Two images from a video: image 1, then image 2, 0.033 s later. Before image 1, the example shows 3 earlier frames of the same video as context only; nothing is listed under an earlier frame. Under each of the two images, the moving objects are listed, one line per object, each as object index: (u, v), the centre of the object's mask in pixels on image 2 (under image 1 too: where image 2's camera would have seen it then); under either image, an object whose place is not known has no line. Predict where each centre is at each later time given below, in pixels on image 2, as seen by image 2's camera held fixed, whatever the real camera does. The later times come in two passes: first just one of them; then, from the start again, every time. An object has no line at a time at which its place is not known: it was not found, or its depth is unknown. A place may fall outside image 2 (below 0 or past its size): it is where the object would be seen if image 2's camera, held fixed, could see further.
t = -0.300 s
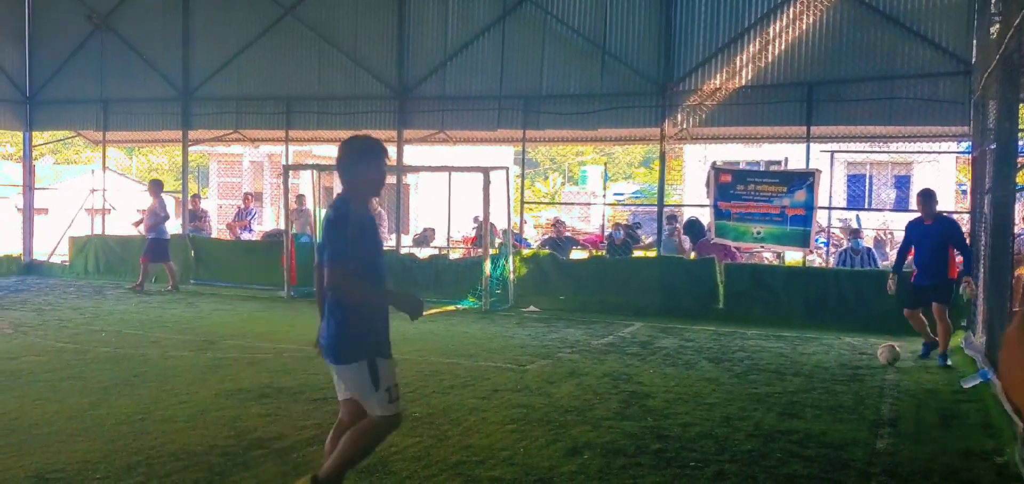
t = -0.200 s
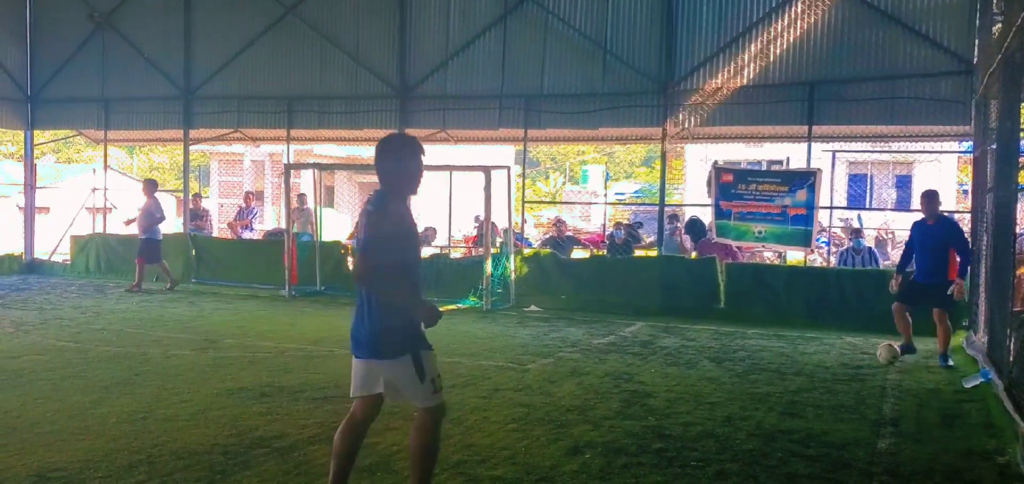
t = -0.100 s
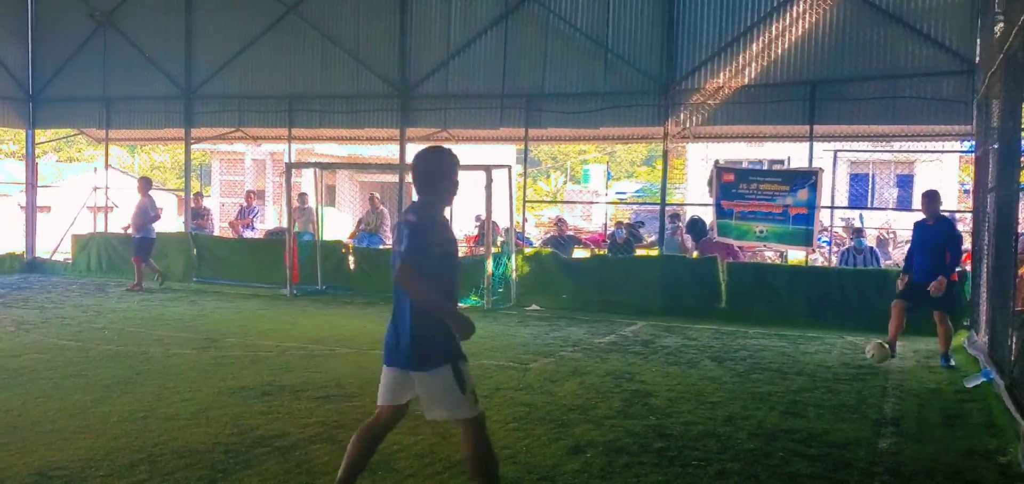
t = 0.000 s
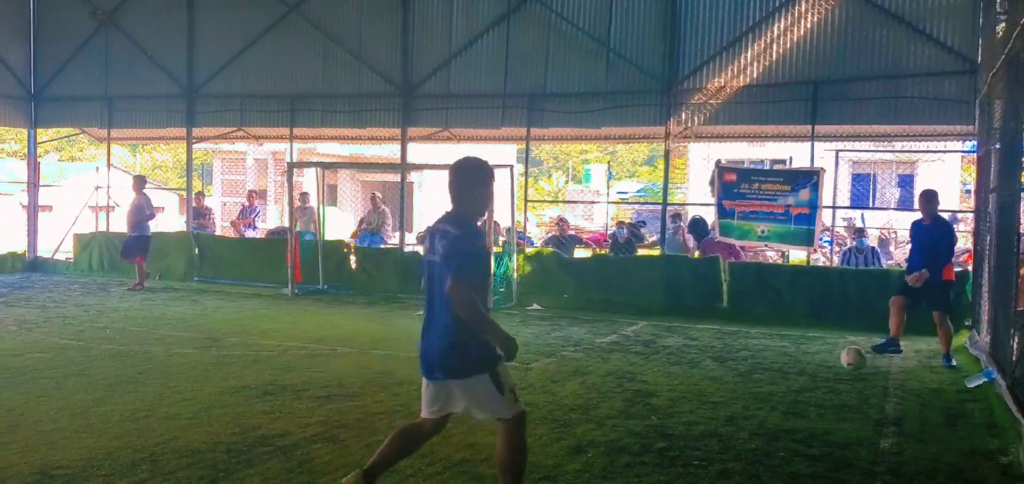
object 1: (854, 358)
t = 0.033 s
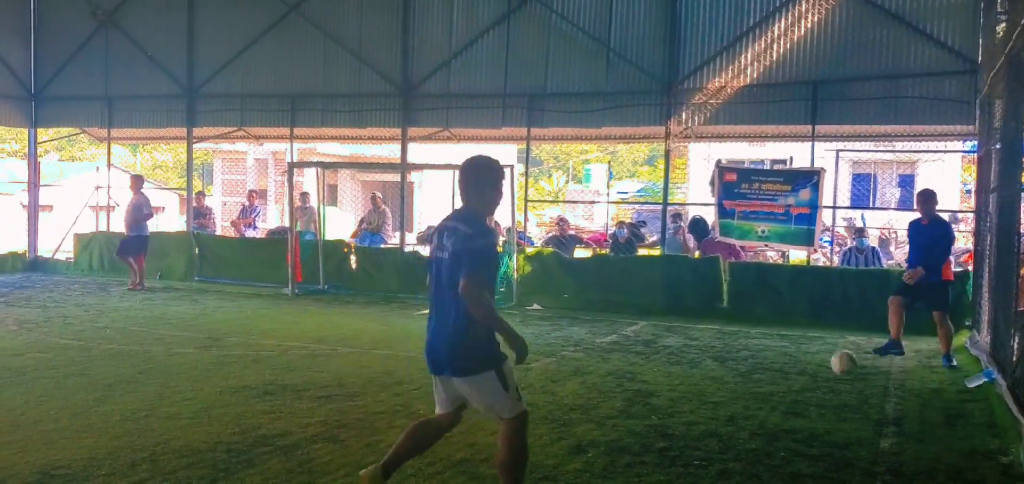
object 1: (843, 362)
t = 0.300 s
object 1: (763, 396)
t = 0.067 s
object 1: (834, 370)
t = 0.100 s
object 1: (823, 378)
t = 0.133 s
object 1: (812, 383)
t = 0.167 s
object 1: (803, 382)
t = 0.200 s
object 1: (794, 383)
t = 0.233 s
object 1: (784, 386)
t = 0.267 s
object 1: (774, 390)
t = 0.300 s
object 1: (763, 396)
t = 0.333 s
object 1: (752, 405)
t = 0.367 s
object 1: (739, 415)
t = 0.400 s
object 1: (727, 421)
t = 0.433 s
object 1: (717, 420)
